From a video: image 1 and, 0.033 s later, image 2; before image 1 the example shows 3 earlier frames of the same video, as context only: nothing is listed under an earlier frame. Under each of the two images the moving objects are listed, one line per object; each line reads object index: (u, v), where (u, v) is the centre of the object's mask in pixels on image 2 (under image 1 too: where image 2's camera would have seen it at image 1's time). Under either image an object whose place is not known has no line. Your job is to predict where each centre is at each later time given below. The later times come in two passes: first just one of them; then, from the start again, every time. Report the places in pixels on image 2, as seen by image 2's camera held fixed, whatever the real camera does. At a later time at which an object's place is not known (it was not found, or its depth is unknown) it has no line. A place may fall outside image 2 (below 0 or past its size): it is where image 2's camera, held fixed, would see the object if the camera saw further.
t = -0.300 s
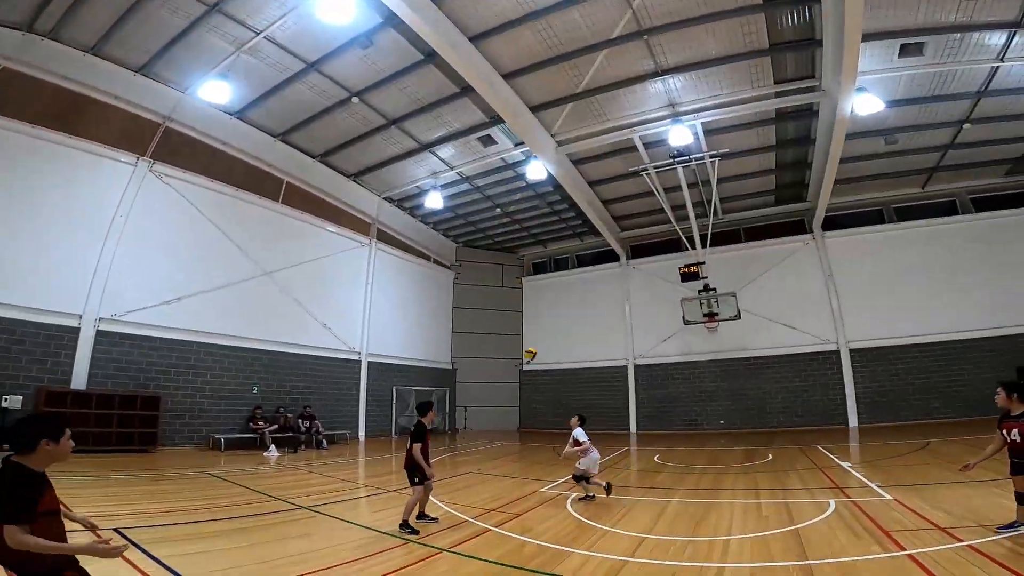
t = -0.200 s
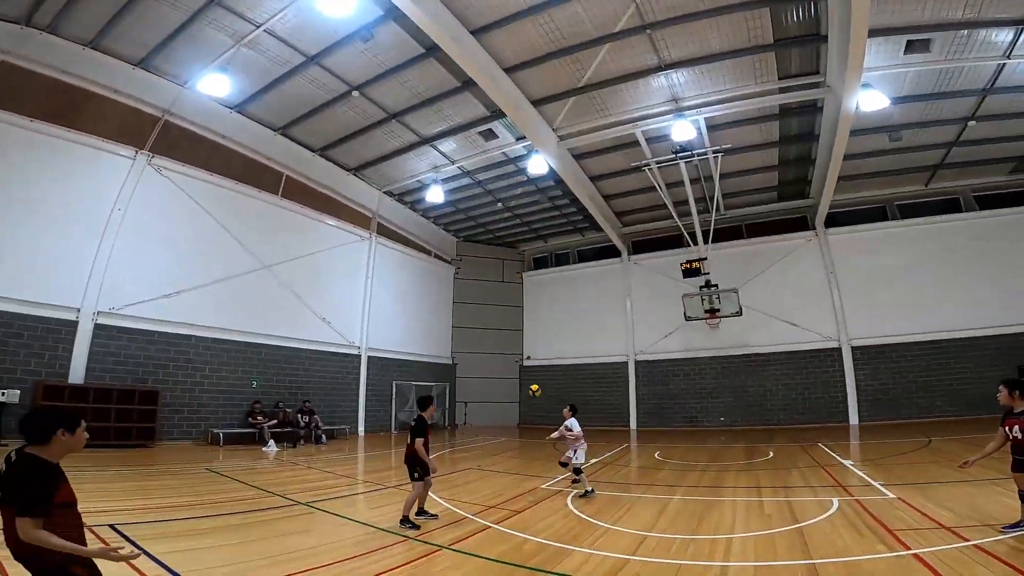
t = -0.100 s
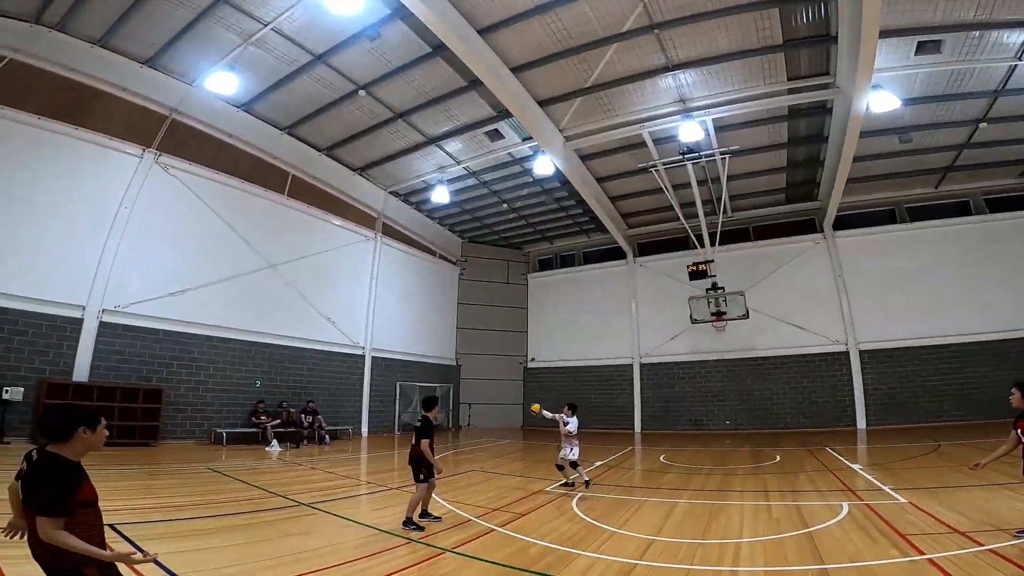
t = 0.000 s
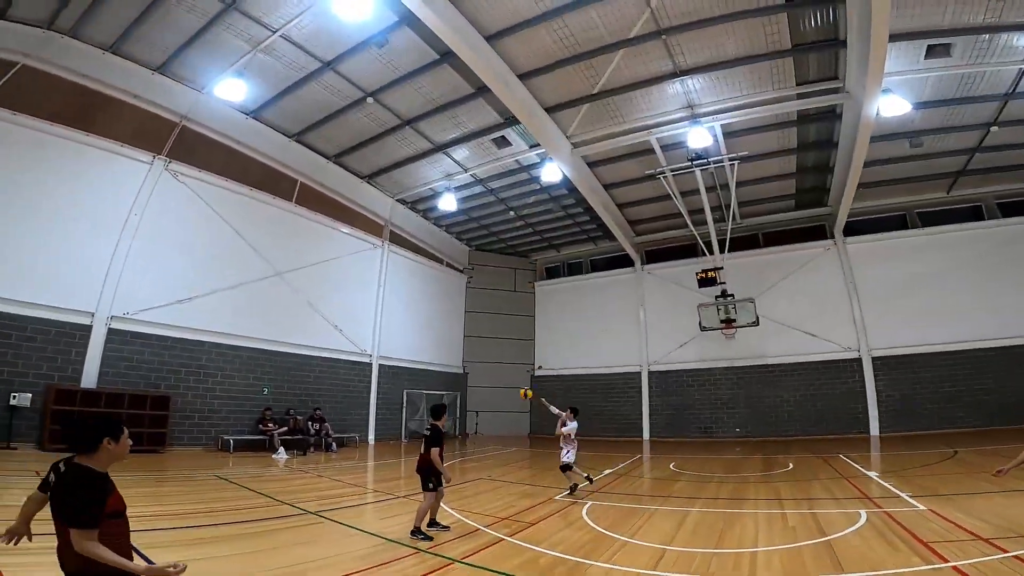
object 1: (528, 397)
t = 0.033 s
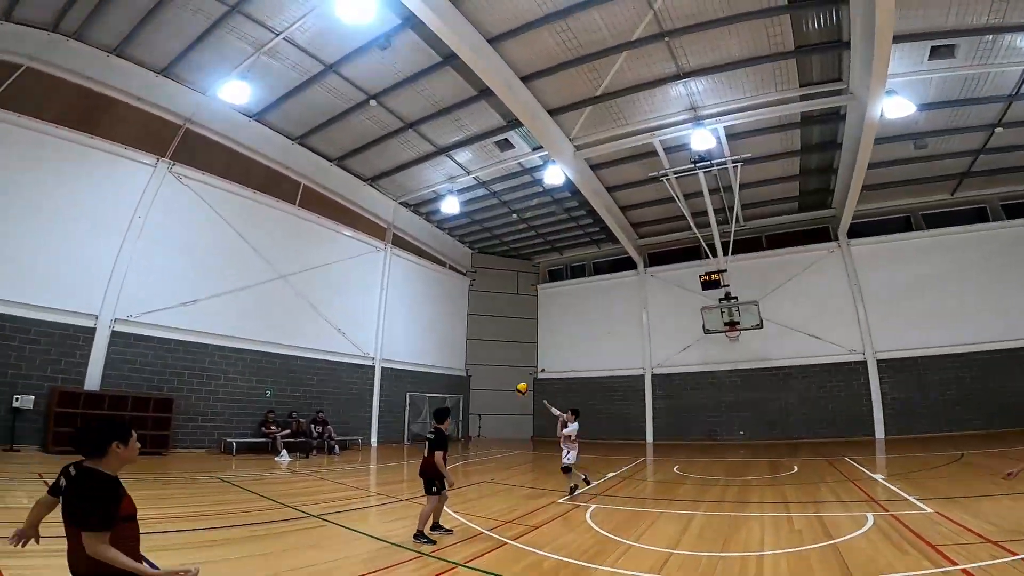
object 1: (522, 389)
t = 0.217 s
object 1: (487, 353)
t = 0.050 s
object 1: (519, 385)
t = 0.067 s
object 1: (516, 382)
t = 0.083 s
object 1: (513, 379)
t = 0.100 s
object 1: (510, 376)
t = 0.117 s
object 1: (507, 372)
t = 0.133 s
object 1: (503, 369)
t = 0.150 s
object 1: (500, 365)
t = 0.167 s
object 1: (497, 363)
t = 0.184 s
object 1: (494, 360)
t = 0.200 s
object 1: (490, 357)
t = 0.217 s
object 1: (487, 353)
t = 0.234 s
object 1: (483, 351)
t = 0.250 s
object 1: (480, 348)
